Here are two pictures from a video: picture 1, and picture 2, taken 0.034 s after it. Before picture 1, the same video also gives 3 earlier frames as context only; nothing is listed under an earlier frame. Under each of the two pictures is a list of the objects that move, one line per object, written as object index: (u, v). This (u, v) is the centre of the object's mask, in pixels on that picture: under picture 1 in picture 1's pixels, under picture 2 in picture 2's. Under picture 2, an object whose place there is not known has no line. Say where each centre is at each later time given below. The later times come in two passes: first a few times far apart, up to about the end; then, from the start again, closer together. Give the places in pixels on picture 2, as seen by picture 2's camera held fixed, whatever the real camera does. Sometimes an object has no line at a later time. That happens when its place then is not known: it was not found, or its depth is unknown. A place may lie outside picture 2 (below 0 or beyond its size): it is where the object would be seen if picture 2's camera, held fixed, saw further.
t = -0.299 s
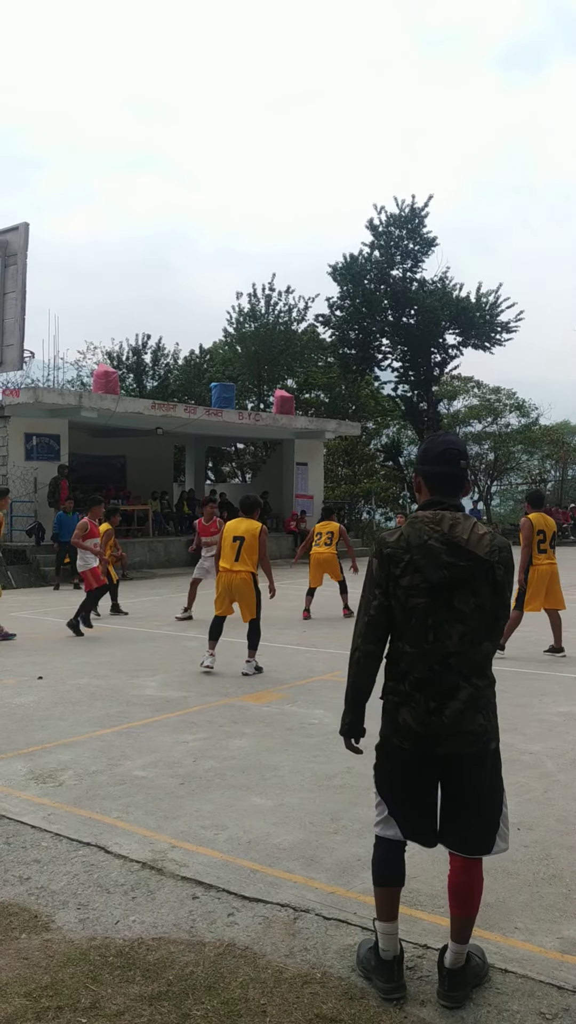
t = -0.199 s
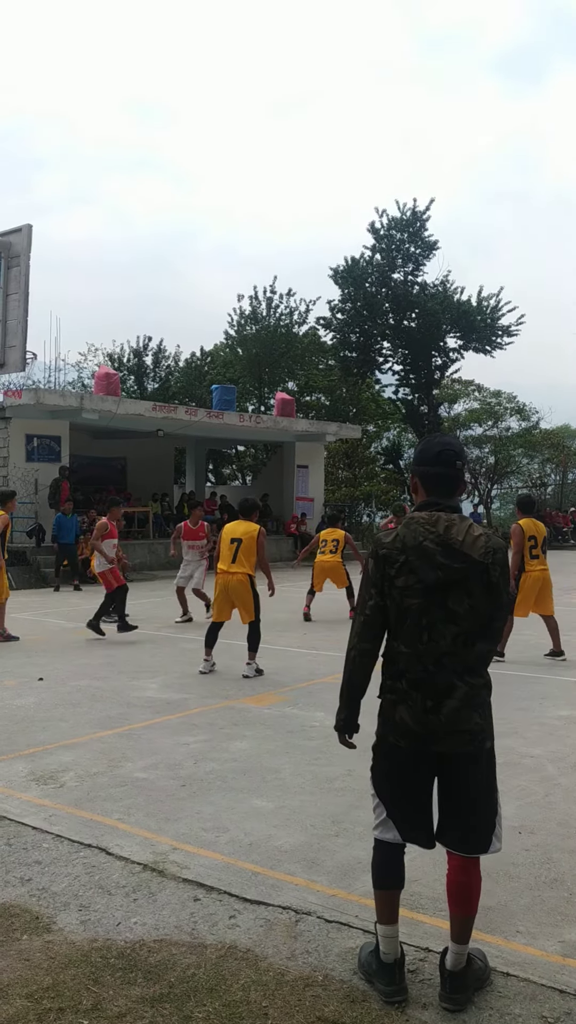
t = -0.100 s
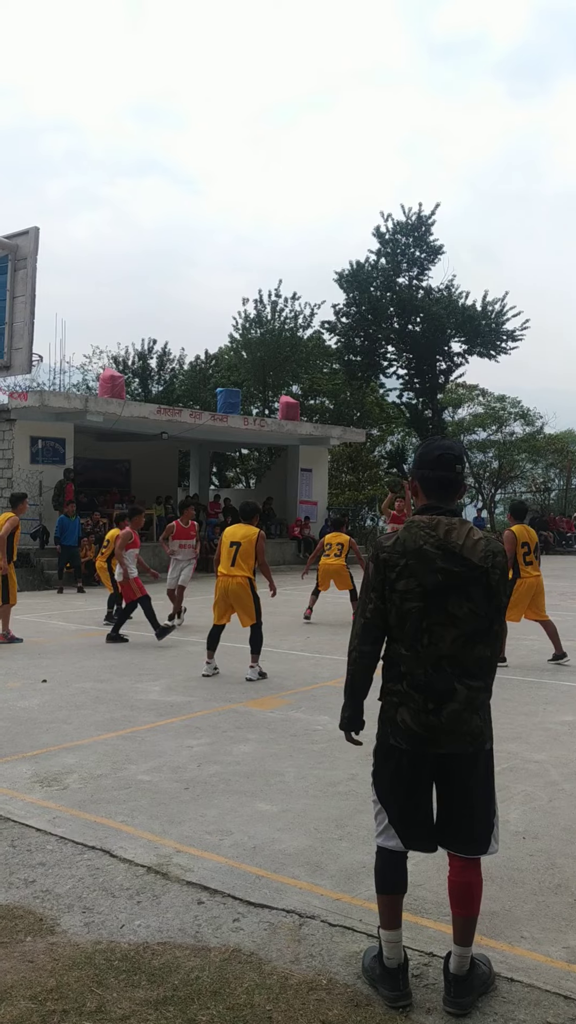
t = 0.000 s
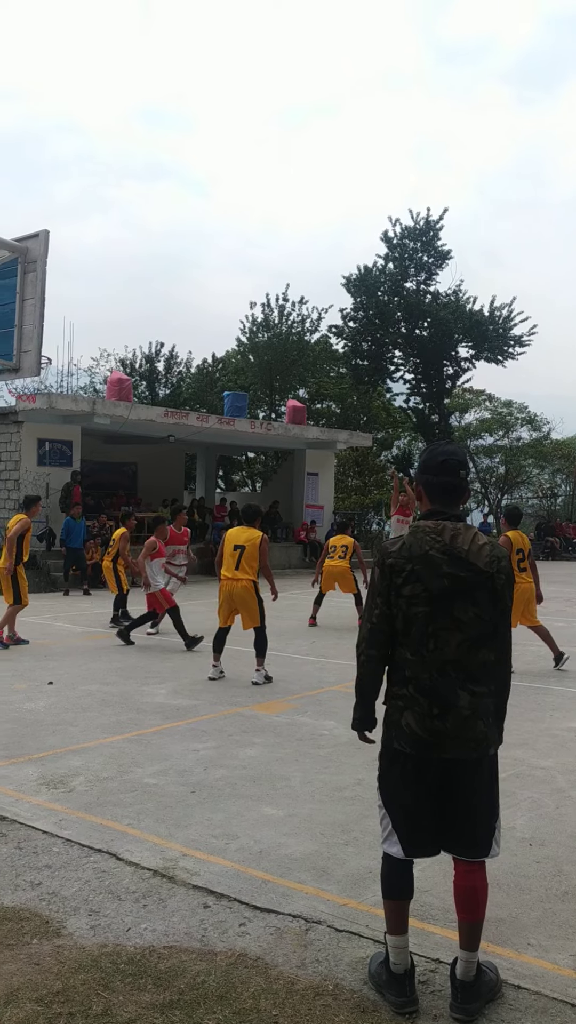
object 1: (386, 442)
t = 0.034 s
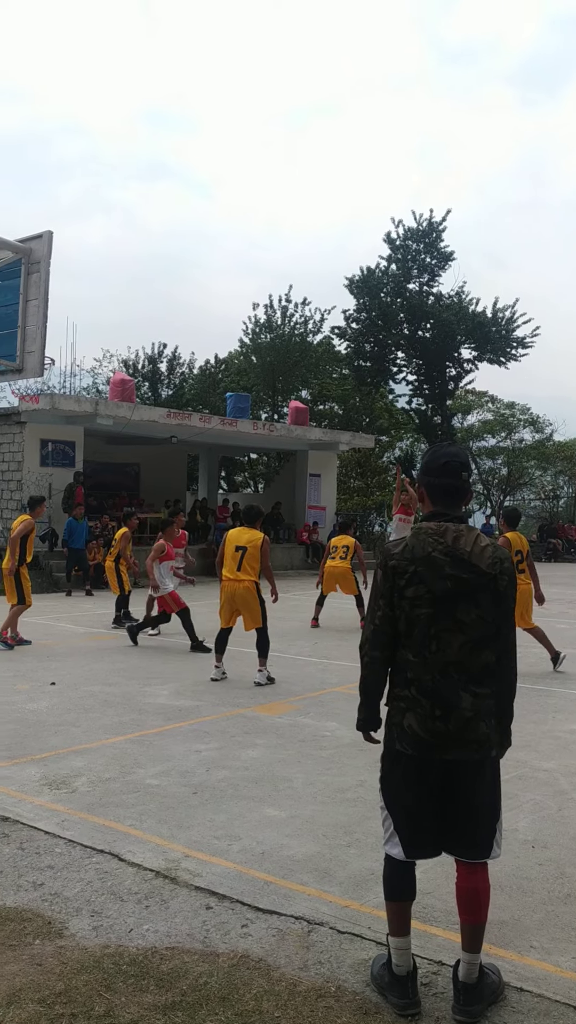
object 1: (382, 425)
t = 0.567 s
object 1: (269, 252)
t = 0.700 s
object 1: (233, 235)
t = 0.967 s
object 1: (146, 248)
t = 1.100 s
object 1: (95, 282)
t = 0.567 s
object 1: (269, 252)
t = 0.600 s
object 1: (260, 247)
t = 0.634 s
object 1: (251, 242)
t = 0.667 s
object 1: (242, 238)
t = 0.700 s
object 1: (233, 235)
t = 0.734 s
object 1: (223, 233)
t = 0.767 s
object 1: (213, 232)
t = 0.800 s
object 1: (202, 232)
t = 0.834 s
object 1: (192, 233)
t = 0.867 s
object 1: (181, 235)
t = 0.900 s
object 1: (170, 238)
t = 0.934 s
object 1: (158, 243)
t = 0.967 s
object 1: (146, 248)
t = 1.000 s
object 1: (134, 255)
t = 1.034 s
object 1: (122, 262)
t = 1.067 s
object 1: (109, 272)
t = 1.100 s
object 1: (95, 282)
